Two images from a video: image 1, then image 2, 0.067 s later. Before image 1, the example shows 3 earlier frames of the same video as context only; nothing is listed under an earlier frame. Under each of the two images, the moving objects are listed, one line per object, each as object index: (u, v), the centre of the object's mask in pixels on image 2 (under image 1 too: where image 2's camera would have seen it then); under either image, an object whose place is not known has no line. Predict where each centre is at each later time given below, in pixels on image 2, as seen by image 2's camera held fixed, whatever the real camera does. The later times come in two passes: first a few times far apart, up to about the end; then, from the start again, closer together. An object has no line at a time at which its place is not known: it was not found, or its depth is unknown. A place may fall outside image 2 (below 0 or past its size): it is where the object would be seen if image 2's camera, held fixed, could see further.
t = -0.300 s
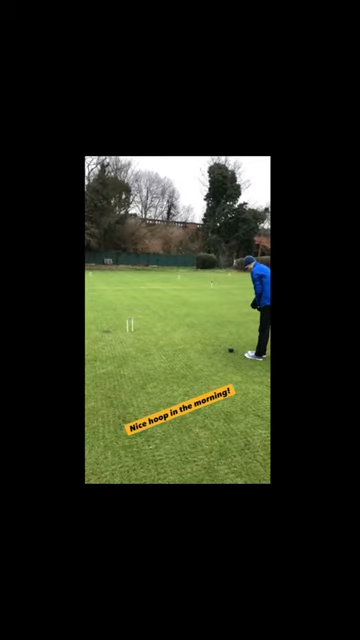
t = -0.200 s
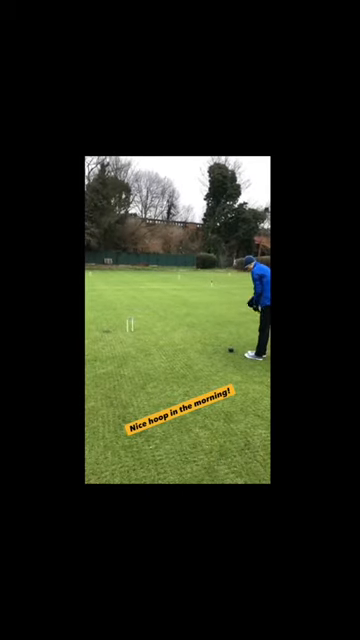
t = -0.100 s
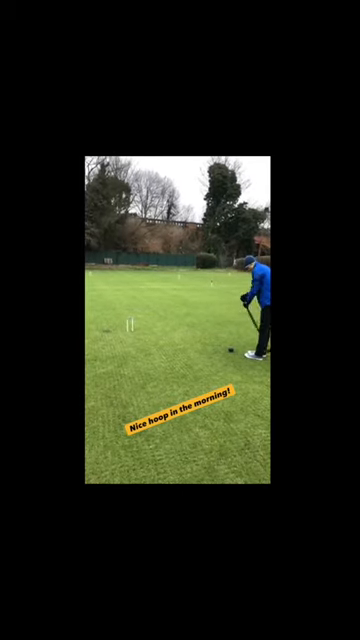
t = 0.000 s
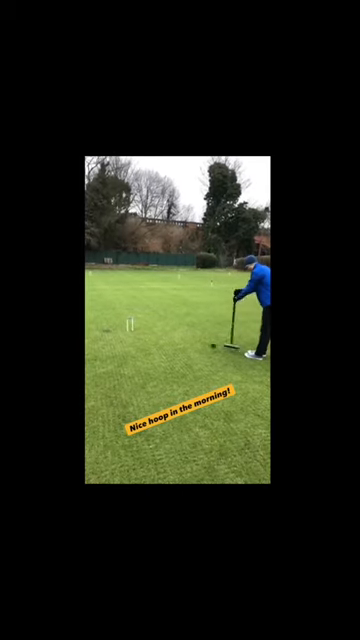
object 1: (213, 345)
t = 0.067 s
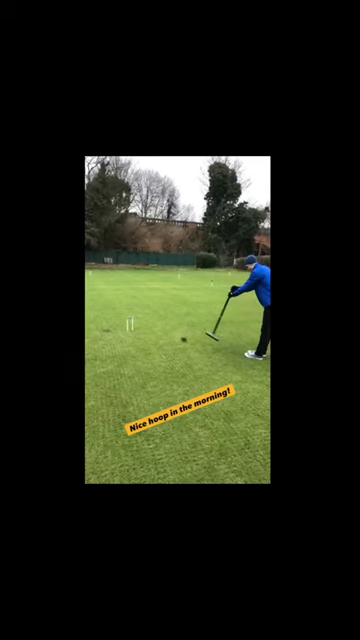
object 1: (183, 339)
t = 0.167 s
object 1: (148, 332)
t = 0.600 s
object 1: (121, 315)
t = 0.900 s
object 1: (115, 309)
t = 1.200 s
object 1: (111, 303)
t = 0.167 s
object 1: (148, 332)
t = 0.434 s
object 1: (126, 323)
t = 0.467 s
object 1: (125, 322)
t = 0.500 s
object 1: (123, 318)
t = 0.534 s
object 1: (123, 317)
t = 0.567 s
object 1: (122, 316)
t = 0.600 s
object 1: (121, 315)
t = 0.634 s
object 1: (120, 314)
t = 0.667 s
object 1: (119, 313)
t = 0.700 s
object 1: (119, 312)
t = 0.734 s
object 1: (118, 311)
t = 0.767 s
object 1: (117, 311)
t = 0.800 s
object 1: (117, 310)
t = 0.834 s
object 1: (116, 309)
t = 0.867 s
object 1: (116, 309)
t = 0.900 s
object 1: (115, 309)
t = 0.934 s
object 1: (115, 307)
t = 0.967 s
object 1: (114, 307)
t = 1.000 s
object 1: (114, 306)
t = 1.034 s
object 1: (113, 305)
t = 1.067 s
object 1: (113, 304)
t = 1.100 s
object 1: (112, 304)
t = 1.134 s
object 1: (112, 303)
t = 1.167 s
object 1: (111, 303)
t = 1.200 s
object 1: (111, 303)
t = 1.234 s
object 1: (111, 302)
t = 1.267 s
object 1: (111, 302)
